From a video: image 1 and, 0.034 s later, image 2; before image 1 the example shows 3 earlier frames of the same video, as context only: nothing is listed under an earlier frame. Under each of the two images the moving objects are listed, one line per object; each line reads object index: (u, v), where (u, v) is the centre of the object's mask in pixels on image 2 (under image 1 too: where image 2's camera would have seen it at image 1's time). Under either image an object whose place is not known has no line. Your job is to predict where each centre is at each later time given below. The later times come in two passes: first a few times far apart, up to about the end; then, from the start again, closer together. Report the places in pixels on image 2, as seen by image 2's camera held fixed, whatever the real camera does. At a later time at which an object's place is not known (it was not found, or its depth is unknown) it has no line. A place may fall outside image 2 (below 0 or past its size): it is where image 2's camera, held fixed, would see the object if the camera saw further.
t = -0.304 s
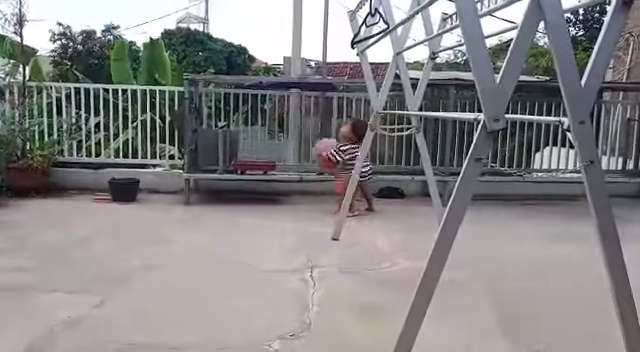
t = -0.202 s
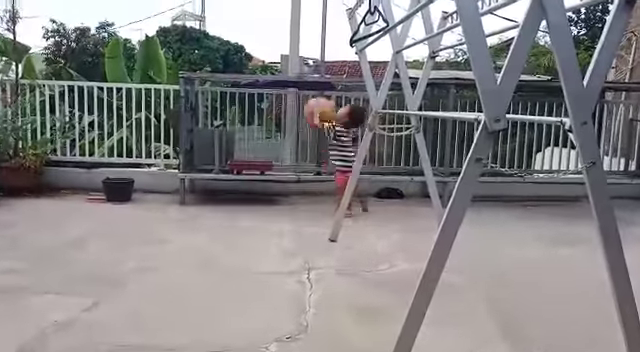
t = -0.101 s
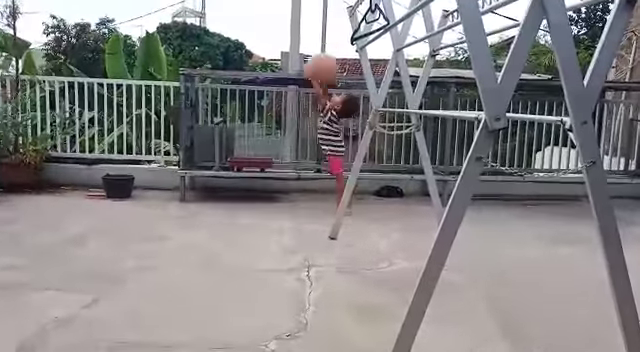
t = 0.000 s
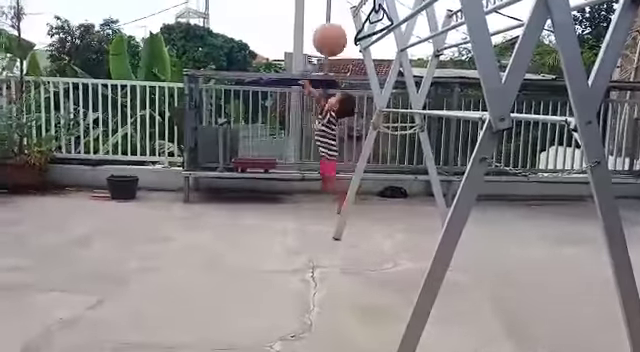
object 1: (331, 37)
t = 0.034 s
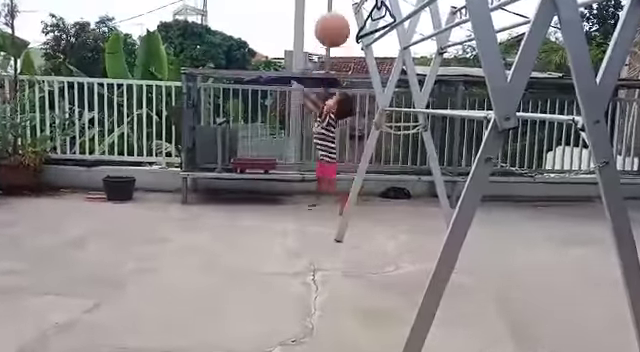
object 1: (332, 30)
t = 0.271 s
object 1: (338, 23)
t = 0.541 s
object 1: (344, 128)
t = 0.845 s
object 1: (367, 182)
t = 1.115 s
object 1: (394, 220)
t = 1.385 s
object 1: (413, 222)
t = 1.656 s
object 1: (422, 224)
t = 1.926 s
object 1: (420, 224)
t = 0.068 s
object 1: (333, 24)
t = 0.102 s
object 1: (334, 20)
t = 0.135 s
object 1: (335, 18)
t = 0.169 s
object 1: (336, 17)
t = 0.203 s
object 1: (337, 17)
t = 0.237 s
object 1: (338, 19)
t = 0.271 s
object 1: (338, 23)
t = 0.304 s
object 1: (339, 30)
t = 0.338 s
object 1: (340, 37)
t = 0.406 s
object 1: (343, 60)
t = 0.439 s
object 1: (343, 74)
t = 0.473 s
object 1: (343, 91)
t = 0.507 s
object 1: (344, 108)
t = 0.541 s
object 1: (344, 128)
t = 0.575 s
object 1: (343, 150)
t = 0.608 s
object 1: (341, 172)
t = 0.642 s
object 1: (342, 199)
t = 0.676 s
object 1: (349, 217)
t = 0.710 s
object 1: (353, 207)
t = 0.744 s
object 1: (356, 197)
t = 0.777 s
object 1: (358, 190)
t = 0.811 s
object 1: (362, 185)
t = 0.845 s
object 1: (367, 182)
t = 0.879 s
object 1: (373, 182)
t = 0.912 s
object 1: (375, 182)
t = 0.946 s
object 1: (377, 183)
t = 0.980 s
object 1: (379, 187)
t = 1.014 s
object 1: (382, 192)
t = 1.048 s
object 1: (386, 200)
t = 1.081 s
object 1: (389, 209)
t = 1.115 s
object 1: (394, 220)
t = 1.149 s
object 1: (396, 219)
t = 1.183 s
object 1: (398, 216)
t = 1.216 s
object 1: (401, 216)
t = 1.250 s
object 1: (403, 217)
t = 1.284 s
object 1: (406, 219)
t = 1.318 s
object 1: (408, 222)
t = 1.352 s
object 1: (411, 221)
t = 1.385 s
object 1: (413, 222)
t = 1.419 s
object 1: (416, 222)
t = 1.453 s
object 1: (419, 223)
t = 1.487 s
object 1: (422, 223)
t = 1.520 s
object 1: (423, 223)
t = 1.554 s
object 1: (423, 223)
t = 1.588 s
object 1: (423, 223)
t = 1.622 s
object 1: (423, 224)
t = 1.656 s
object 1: (422, 224)
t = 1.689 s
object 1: (422, 224)
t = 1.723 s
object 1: (421, 224)
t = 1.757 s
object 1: (421, 223)
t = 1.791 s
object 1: (421, 223)
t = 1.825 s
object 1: (421, 224)
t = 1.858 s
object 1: (421, 224)
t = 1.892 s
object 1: (421, 224)
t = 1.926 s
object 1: (420, 224)
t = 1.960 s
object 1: (420, 224)
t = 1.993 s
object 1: (420, 224)
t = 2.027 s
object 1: (420, 223)
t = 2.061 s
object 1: (420, 223)
